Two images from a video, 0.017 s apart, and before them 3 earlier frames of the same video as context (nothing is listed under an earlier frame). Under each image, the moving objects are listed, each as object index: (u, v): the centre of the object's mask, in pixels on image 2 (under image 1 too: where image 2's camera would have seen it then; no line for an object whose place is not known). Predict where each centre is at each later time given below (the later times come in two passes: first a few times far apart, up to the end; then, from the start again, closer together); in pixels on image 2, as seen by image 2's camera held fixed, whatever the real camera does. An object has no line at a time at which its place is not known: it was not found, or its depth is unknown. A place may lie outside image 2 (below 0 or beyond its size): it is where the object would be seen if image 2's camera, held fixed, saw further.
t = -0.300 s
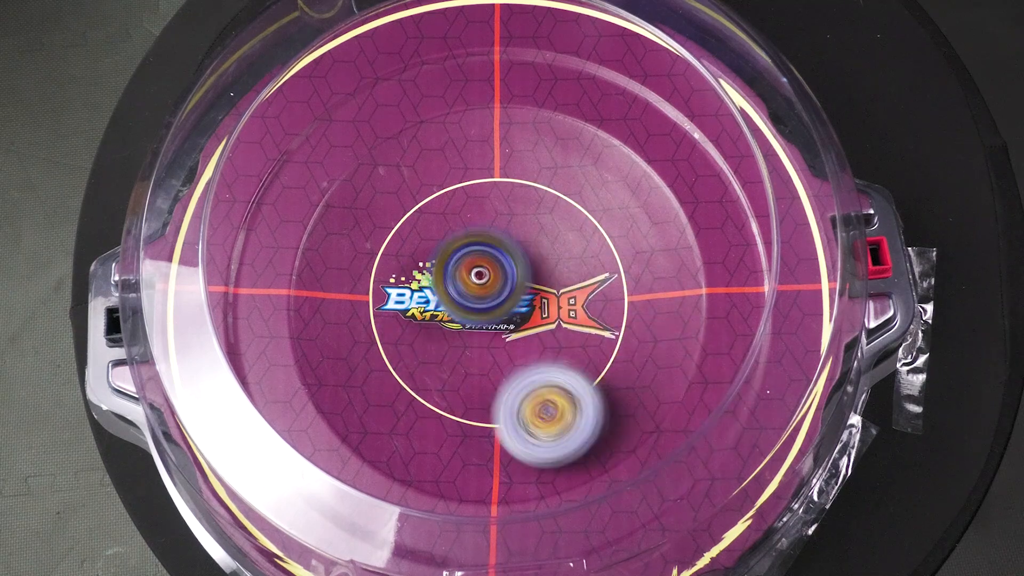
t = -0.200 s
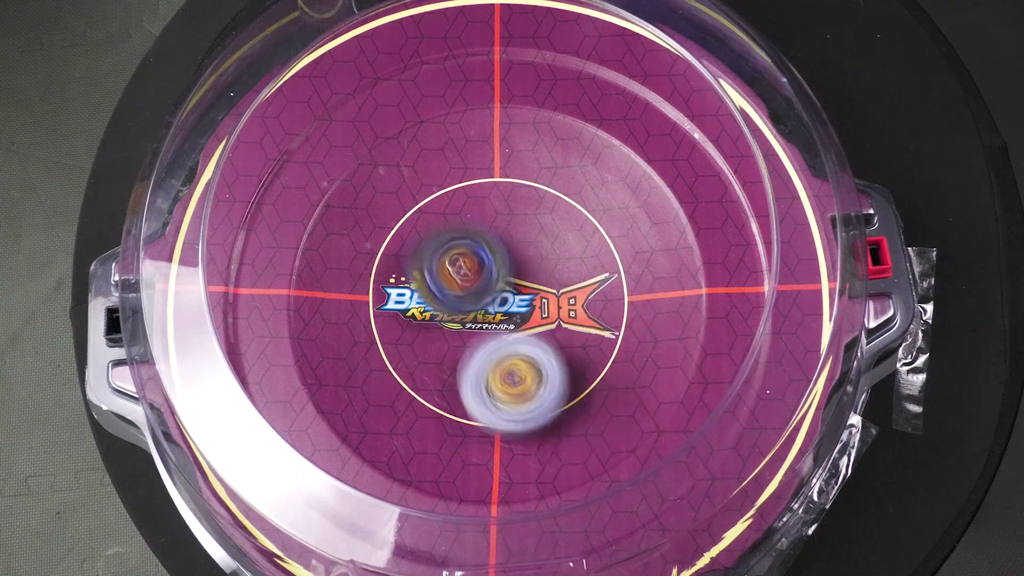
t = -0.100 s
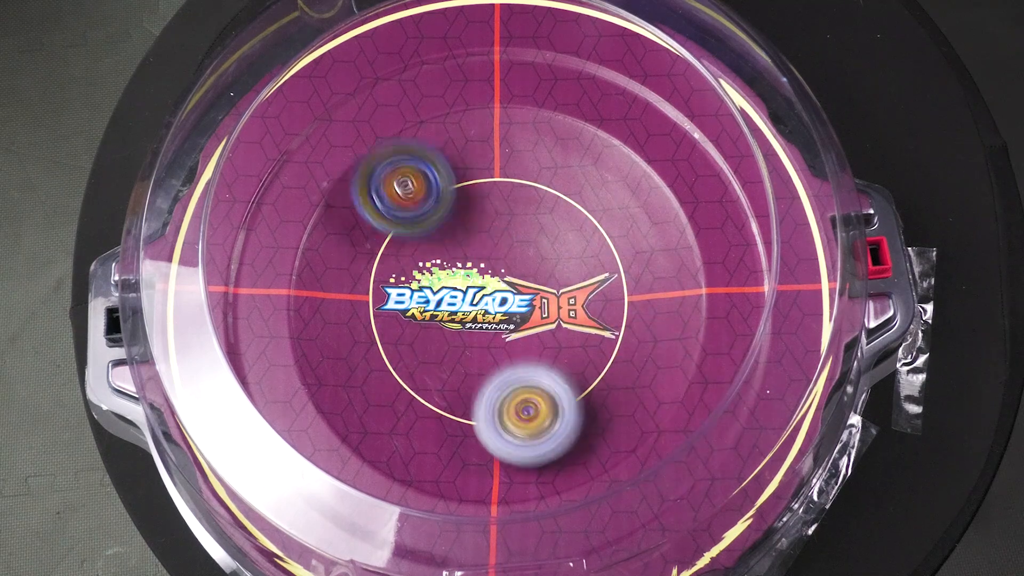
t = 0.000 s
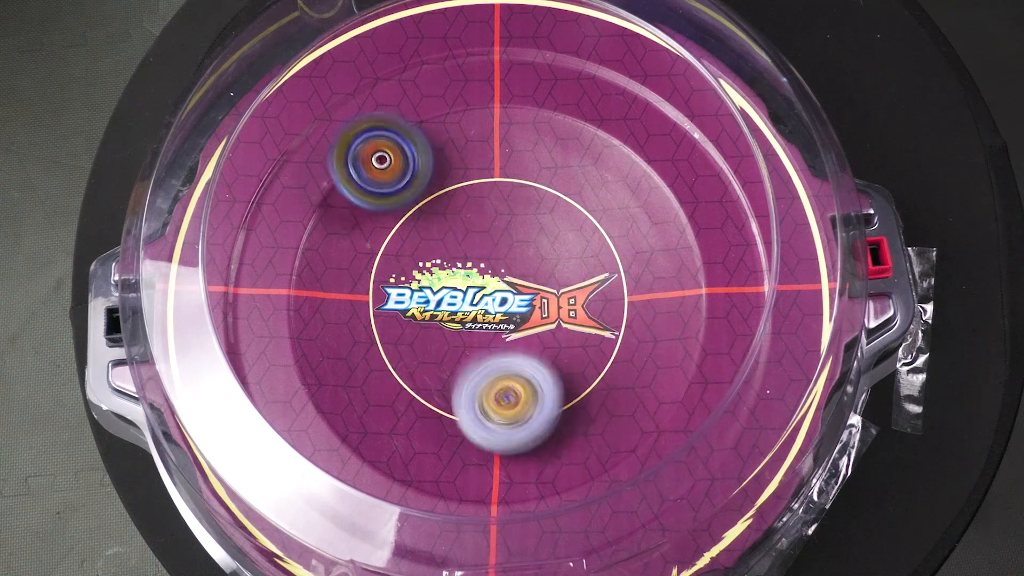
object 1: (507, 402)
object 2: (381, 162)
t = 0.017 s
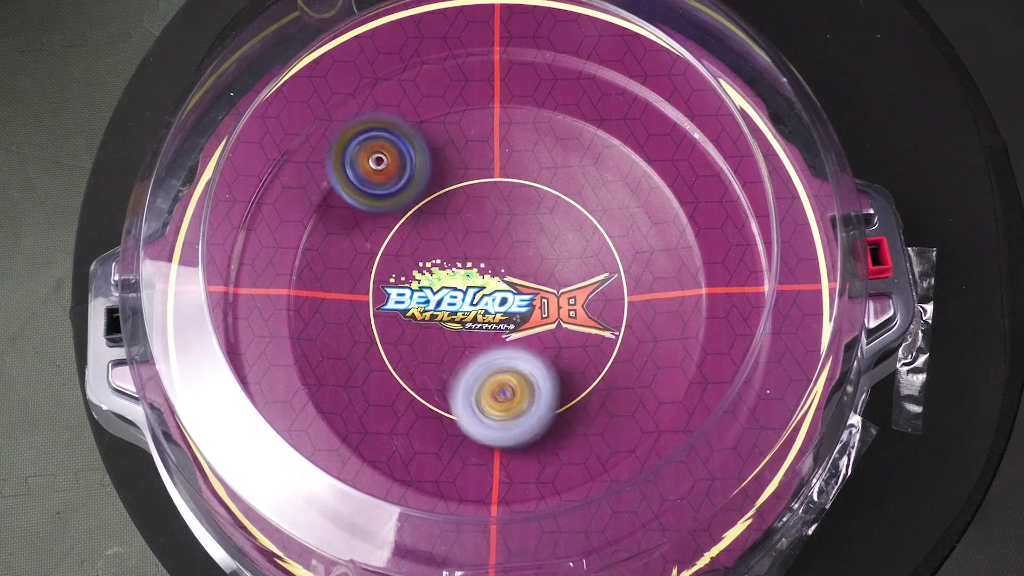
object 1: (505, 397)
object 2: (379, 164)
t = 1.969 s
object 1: (378, 161)
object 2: (589, 321)
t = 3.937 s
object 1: (441, 230)
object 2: (510, 155)
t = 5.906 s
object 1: (564, 275)
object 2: (451, 332)
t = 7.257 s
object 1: (524, 313)
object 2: (463, 250)
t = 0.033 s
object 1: (501, 391)
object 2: (376, 165)
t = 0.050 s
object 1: (497, 386)
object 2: (375, 169)
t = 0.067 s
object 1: (494, 379)
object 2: (372, 172)
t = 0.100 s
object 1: (490, 365)
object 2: (370, 180)
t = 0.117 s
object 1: (487, 358)
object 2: (369, 185)
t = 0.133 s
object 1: (486, 349)
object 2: (369, 191)
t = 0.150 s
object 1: (486, 339)
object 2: (372, 199)
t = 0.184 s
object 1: (487, 322)
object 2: (381, 214)
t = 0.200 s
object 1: (489, 312)
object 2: (385, 223)
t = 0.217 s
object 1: (494, 301)
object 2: (390, 231)
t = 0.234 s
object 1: (497, 292)
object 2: (395, 240)
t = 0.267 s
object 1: (537, 280)
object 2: (371, 246)
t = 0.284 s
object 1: (567, 276)
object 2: (349, 249)
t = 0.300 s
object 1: (599, 273)
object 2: (325, 250)
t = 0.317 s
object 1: (625, 271)
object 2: (306, 251)
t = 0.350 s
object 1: (672, 262)
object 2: (270, 256)
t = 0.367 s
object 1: (689, 257)
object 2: (256, 261)
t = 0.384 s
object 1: (705, 254)
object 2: (245, 264)
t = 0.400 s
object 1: (720, 252)
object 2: (233, 262)
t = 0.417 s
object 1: (737, 250)
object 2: (226, 261)
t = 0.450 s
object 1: (758, 243)
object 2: (215, 263)
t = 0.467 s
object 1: (759, 242)
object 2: (213, 265)
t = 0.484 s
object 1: (760, 242)
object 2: (208, 264)
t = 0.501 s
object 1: (759, 242)
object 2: (206, 265)
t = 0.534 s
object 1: (761, 240)
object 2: (216, 274)
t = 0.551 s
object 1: (760, 237)
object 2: (221, 277)
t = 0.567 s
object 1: (760, 234)
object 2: (227, 281)
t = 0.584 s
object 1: (760, 230)
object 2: (230, 285)
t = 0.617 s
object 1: (760, 220)
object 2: (233, 287)
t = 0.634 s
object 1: (760, 215)
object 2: (237, 291)
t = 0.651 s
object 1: (760, 208)
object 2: (242, 295)
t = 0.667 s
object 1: (760, 201)
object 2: (248, 298)
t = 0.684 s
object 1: (760, 193)
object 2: (257, 302)
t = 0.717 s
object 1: (760, 178)
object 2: (275, 304)
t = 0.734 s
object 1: (760, 170)
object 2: (286, 305)
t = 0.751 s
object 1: (758, 162)
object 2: (298, 307)
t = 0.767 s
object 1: (758, 155)
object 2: (312, 309)
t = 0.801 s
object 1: (756, 140)
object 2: (339, 314)
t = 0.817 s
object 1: (753, 134)
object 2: (354, 316)
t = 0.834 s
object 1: (751, 129)
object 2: (372, 318)
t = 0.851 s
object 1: (744, 125)
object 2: (388, 318)
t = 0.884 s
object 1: (734, 117)
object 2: (426, 317)
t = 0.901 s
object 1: (731, 111)
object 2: (447, 317)
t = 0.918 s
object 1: (726, 108)
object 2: (466, 314)
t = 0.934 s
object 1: (722, 101)
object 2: (484, 310)
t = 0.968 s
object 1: (714, 91)
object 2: (521, 298)
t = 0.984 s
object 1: (709, 87)
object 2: (538, 292)
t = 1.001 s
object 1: (705, 81)
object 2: (554, 283)
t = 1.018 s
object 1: (699, 78)
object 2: (569, 276)
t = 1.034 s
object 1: (695, 72)
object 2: (580, 268)
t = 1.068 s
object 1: (684, 63)
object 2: (600, 251)
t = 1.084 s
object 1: (677, 60)
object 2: (607, 241)
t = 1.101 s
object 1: (671, 55)
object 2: (612, 233)
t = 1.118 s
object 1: (663, 53)
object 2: (617, 224)
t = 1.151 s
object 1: (650, 48)
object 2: (620, 208)
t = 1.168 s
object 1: (643, 45)
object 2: (618, 201)
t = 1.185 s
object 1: (636, 44)
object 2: (618, 197)
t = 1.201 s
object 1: (628, 42)
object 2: (614, 191)
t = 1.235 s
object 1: (612, 39)
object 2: (604, 185)
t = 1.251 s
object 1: (603, 38)
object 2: (596, 181)
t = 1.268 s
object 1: (594, 37)
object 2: (589, 176)
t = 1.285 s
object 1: (586, 36)
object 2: (579, 171)
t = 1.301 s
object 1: (577, 35)
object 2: (572, 171)
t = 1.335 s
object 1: (560, 35)
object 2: (559, 166)
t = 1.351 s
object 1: (554, 34)
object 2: (552, 164)
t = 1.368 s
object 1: (547, 34)
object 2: (545, 166)
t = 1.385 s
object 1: (539, 34)
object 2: (539, 168)
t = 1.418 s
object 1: (524, 33)
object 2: (525, 173)
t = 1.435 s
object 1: (515, 33)
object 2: (519, 176)
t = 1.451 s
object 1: (507, 33)
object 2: (513, 182)
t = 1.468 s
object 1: (499, 34)
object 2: (508, 187)
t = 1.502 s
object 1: (483, 35)
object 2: (498, 200)
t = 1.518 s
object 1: (475, 37)
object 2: (494, 207)
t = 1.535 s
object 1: (467, 37)
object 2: (490, 215)
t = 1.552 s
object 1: (459, 38)
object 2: (488, 222)
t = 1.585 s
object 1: (444, 40)
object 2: (488, 238)
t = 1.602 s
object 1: (437, 41)
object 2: (489, 249)
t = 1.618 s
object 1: (431, 43)
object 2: (490, 260)
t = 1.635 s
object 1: (424, 45)
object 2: (493, 274)
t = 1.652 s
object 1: (418, 48)
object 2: (495, 286)
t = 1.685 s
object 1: (410, 56)
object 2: (501, 308)
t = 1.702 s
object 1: (408, 62)
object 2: (505, 318)
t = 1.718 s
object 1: (406, 68)
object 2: (511, 327)
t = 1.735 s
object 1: (406, 72)
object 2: (516, 334)
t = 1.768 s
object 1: (403, 82)
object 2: (526, 347)
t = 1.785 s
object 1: (401, 88)
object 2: (532, 350)
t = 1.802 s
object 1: (399, 93)
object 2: (536, 353)
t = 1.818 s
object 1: (396, 98)
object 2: (542, 355)
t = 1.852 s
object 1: (389, 109)
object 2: (554, 353)
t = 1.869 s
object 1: (385, 114)
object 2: (560, 351)
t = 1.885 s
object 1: (381, 120)
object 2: (567, 347)
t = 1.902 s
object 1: (378, 127)
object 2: (573, 343)
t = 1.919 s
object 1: (375, 135)
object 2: (577, 340)
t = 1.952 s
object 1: (375, 153)
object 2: (585, 327)
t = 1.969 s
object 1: (378, 161)
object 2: (589, 321)
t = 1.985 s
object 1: (381, 170)
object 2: (591, 312)
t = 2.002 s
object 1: (386, 179)
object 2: (593, 304)
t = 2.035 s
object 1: (397, 197)
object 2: (593, 288)
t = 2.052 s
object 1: (403, 207)
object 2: (591, 280)
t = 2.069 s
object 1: (409, 216)
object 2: (588, 273)
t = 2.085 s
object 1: (415, 226)
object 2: (585, 267)
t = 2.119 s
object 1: (428, 243)
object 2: (576, 258)
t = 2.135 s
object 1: (435, 252)
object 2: (570, 255)
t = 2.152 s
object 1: (442, 262)
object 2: (563, 253)
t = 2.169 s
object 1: (448, 269)
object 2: (554, 253)
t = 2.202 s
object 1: (449, 295)
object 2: (552, 246)
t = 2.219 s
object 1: (444, 313)
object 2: (556, 242)
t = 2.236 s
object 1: (443, 331)
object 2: (556, 235)
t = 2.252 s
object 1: (439, 348)
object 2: (554, 229)
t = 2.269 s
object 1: (435, 364)
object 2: (553, 223)
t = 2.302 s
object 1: (438, 387)
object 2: (549, 220)
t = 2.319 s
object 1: (439, 399)
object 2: (545, 221)
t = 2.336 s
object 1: (438, 409)
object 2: (540, 222)
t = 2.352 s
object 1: (439, 417)
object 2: (534, 224)
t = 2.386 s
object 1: (441, 429)
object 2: (520, 229)
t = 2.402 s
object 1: (443, 432)
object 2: (512, 231)
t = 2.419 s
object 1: (443, 437)
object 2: (506, 236)
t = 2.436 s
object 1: (445, 441)
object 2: (498, 241)
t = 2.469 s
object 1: (447, 445)
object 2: (486, 250)
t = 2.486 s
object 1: (448, 446)
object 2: (481, 256)
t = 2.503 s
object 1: (450, 448)
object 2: (475, 261)
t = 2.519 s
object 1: (454, 449)
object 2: (470, 266)
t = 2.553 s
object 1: (459, 451)
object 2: (464, 274)
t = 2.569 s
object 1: (461, 450)
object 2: (463, 279)
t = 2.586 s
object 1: (465, 450)
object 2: (464, 282)
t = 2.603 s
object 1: (469, 448)
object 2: (465, 287)
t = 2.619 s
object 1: (472, 448)
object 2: (468, 293)
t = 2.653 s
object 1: (479, 445)
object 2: (476, 304)
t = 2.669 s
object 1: (483, 442)
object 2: (480, 309)
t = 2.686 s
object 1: (487, 439)
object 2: (485, 317)
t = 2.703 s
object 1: (491, 436)
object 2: (491, 322)
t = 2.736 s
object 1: (498, 429)
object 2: (505, 330)
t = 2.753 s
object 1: (502, 425)
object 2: (513, 332)
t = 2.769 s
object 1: (501, 437)
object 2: (521, 324)
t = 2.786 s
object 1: (506, 454)
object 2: (534, 296)
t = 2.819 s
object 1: (508, 484)
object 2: (543, 246)
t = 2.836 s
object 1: (510, 503)
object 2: (546, 226)
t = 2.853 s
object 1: (518, 514)
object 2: (553, 203)
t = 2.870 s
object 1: (519, 529)
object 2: (557, 186)
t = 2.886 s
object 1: (523, 534)
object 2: (561, 166)
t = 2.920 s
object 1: (525, 531)
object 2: (565, 135)
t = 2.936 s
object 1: (525, 530)
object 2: (565, 123)
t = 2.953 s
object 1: (528, 527)
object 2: (566, 111)
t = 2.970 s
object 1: (530, 525)
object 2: (565, 103)
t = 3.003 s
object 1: (537, 516)
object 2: (560, 89)
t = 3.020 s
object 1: (542, 514)
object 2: (558, 83)
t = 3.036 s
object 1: (546, 510)
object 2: (557, 77)
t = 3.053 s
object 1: (552, 504)
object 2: (556, 72)
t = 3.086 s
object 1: (563, 496)
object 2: (553, 61)
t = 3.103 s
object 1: (573, 489)
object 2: (551, 55)
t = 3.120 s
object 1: (579, 486)
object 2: (553, 49)
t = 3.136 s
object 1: (585, 481)
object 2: (551, 45)
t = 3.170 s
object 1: (600, 472)
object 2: (548, 41)
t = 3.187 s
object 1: (608, 466)
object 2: (546, 37)
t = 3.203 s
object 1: (617, 461)
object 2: (545, 36)
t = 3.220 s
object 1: (621, 455)
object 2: (542, 34)
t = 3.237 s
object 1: (628, 448)
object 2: (542, 31)
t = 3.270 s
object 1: (638, 437)
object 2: (543, 28)
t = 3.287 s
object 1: (647, 431)
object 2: (546, 26)
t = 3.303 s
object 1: (649, 426)
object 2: (548, 24)
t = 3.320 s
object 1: (654, 418)
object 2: (549, 23)
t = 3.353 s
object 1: (662, 406)
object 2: (546, 23)
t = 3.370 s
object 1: (667, 395)
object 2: (545, 23)
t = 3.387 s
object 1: (669, 391)
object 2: (543, 25)
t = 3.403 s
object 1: (672, 383)
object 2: (541, 24)
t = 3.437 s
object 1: (675, 371)
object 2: (538, 25)
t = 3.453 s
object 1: (677, 365)
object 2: (536, 24)
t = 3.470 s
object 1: (679, 358)
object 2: (536, 25)
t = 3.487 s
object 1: (677, 353)
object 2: (535, 25)
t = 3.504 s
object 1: (679, 348)
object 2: (536, 25)
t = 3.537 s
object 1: (676, 338)
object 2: (538, 26)
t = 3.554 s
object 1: (673, 334)
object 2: (541, 26)
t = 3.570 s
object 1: (668, 329)
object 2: (543, 27)
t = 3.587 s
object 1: (664, 325)
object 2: (546, 28)
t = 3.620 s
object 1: (652, 317)
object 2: (553, 31)
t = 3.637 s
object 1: (646, 312)
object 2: (557, 33)
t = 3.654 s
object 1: (639, 308)
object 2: (560, 37)
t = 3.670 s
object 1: (632, 303)
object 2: (562, 40)
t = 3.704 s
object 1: (611, 293)
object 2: (567, 53)
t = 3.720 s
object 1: (603, 289)
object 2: (565, 57)
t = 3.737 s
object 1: (590, 282)
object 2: (566, 64)
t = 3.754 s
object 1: (580, 280)
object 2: (561, 69)
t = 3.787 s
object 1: (556, 269)
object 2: (556, 80)
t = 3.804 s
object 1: (546, 265)
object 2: (551, 85)
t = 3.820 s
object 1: (532, 261)
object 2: (548, 90)
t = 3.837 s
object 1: (519, 257)
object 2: (544, 97)
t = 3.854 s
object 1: (507, 252)
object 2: (539, 105)
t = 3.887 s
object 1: (480, 244)
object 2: (529, 124)
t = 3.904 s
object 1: (466, 239)
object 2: (524, 132)
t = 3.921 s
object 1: (451, 235)
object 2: (518, 143)
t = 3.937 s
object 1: (441, 230)
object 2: (510, 155)
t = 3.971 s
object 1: (411, 227)
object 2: (503, 170)
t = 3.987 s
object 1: (394, 227)
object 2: (499, 176)
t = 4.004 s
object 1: (383, 226)
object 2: (495, 183)
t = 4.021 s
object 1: (370, 225)
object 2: (492, 190)
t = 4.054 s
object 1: (350, 222)
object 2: (487, 206)
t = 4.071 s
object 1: (342, 220)
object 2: (483, 214)
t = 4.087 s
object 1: (336, 218)
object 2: (482, 223)
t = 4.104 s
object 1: (331, 218)
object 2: (481, 230)
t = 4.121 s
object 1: (328, 215)
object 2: (479, 238)
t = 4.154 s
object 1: (327, 212)
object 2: (477, 253)
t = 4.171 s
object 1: (325, 212)
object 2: (477, 264)
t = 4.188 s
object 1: (330, 210)
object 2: (476, 271)
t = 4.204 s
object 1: (330, 209)
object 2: (476, 278)
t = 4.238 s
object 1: (336, 206)
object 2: (475, 292)
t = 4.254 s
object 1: (341, 206)
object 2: (476, 298)
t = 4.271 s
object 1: (344, 204)
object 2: (476, 303)
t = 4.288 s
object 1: (349, 203)
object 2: (476, 304)
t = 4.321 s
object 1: (357, 203)
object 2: (477, 310)
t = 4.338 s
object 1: (360, 201)
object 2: (478, 309)
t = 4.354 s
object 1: (366, 201)
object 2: (480, 310)
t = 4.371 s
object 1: (369, 199)
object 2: (482, 310)
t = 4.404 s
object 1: (380, 199)
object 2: (487, 307)
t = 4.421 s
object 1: (385, 202)
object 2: (489, 306)
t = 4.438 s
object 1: (389, 199)
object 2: (492, 303)
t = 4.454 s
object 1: (392, 202)
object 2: (495, 301)
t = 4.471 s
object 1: (398, 201)
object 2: (497, 299)
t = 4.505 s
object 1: (409, 203)
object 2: (503, 292)
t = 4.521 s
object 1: (411, 205)
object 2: (505, 290)
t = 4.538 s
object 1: (419, 207)
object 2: (508, 286)
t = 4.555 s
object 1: (422, 208)
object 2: (511, 282)
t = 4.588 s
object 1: (432, 209)
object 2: (518, 278)
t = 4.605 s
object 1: (439, 212)
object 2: (523, 277)
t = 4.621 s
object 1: (437, 210)
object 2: (529, 280)
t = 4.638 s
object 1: (439, 210)
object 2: (537, 286)
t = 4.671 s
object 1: (442, 209)
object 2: (548, 291)
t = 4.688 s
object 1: (447, 207)
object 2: (552, 294)
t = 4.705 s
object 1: (450, 210)
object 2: (557, 299)
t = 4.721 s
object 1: (457, 208)
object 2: (560, 301)
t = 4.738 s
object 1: (458, 209)
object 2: (560, 302)
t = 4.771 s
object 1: (467, 210)
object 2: (562, 309)
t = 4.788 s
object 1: (475, 210)
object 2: (560, 310)
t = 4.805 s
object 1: (477, 209)
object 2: (559, 311)
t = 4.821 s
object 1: (483, 211)
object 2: (557, 313)
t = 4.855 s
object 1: (492, 213)
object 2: (548, 313)
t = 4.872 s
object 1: (495, 211)
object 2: (544, 315)
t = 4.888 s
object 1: (499, 215)
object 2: (539, 316)
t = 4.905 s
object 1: (503, 214)
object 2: (533, 314)
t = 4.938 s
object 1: (509, 210)
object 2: (521, 323)
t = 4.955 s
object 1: (508, 209)
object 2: (514, 325)
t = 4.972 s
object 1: (513, 208)
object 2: (509, 328)
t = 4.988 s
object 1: (513, 209)
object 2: (503, 332)
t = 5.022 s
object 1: (516, 209)
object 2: (492, 333)
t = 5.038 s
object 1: (521, 210)
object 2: (490, 332)
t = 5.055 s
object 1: (523, 210)
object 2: (485, 334)
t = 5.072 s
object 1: (527, 210)
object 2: (481, 333)
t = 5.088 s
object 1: (527, 210)
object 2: (479, 330)
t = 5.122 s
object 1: (532, 211)
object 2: (474, 328)
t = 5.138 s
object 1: (534, 214)
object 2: (472, 325)
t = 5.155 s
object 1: (536, 213)
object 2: (472, 321)
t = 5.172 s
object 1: (537, 217)
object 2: (472, 319)
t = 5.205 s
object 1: (540, 220)
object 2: (472, 316)
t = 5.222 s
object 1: (541, 219)
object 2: (475, 312)
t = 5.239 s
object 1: (539, 225)
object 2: (476, 311)
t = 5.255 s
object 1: (542, 227)
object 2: (478, 309)
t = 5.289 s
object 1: (547, 227)
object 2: (476, 310)
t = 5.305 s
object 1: (548, 225)
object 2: (476, 313)
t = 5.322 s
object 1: (552, 227)
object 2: (473, 316)
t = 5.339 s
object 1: (553, 226)
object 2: (473, 317)
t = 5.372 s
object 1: (557, 229)
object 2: (476, 320)
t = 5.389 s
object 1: (557, 234)
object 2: (475, 320)
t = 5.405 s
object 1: (560, 235)
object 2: (475, 322)
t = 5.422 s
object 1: (560, 239)
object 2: (477, 323)
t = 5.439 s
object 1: (562, 239)
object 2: (483, 323)
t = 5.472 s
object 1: (561, 247)
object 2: (486, 323)
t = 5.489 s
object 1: (562, 249)
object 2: (486, 325)
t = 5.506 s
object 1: (572, 245)
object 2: (478, 330)
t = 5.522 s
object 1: (574, 241)
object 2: (472, 336)
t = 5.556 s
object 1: (580, 239)
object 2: (463, 338)
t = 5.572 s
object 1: (581, 240)
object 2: (461, 339)
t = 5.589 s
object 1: (581, 237)
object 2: (463, 339)
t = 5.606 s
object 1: (576, 242)
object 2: (461, 339)
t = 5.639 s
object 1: (575, 249)
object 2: (462, 336)
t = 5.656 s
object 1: (577, 252)
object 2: (463, 337)
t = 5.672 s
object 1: (573, 254)
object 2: (467, 335)
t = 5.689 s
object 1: (572, 260)
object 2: (468, 333)
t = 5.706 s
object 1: (573, 263)
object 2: (470, 331)
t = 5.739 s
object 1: (571, 268)
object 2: (476, 326)
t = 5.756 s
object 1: (567, 272)
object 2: (481, 324)
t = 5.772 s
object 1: (569, 274)
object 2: (480, 321)
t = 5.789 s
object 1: (570, 274)
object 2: (474, 320)
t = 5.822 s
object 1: (574, 271)
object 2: (463, 325)
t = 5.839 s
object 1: (571, 270)
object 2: (461, 328)
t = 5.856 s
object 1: (571, 271)
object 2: (455, 330)
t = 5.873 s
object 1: (568, 271)
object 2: (451, 329)
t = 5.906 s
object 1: (564, 275)
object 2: (451, 332)
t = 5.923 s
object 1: (559, 279)
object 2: (449, 333)
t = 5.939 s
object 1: (559, 286)
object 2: (449, 335)
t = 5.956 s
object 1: (556, 287)
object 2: (446, 336)
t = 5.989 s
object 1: (553, 293)
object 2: (449, 330)
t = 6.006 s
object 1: (551, 294)
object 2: (452, 328)
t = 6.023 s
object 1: (557, 294)
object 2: (450, 331)
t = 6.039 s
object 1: (559, 290)
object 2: (447, 333)
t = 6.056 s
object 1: (559, 288)
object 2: (444, 332)
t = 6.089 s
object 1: (560, 287)
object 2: (446, 328)
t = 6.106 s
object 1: (556, 290)
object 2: (447, 327)
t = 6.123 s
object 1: (558, 293)
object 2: (450, 330)
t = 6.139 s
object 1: (556, 293)
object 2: (448, 328)
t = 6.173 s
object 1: (557, 296)
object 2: (452, 322)
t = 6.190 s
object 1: (555, 297)
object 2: (456, 320)
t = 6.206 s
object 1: (558, 299)
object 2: (453, 320)
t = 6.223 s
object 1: (565, 296)
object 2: (451, 320)
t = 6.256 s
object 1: (565, 292)
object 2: (446, 317)
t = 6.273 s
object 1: (566, 290)
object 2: (445, 316)
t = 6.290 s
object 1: (561, 289)
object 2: (446, 314)
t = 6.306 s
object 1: (559, 293)
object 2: (447, 312)
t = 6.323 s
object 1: (559, 293)
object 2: (451, 312)
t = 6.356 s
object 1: (561, 295)
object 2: (449, 311)
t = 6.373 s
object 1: (563, 291)
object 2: (446, 309)
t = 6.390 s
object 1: (559, 288)
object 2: (444, 308)
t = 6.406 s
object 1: (557, 290)
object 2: (445, 306)
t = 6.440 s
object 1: (553, 289)
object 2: (450, 302)
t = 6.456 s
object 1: (551, 291)
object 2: (452, 301)
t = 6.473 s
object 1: (554, 289)
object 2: (453, 300)
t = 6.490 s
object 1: (553, 286)
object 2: (453, 300)
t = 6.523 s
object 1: (559, 283)
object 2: (451, 297)
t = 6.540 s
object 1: (559, 280)
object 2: (452, 295)
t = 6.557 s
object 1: (555, 280)
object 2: (453, 293)
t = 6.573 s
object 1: (556, 281)
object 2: (455, 290)
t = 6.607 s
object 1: (552, 280)
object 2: (459, 284)
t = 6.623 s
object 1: (552, 285)
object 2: (458, 280)
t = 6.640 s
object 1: (554, 287)
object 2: (460, 277)
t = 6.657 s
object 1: (562, 287)
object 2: (453, 273)
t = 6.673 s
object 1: (566, 285)
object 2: (447, 268)
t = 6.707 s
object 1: (575, 281)
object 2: (442, 260)
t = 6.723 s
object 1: (574, 277)
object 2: (439, 257)
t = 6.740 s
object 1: (572, 276)
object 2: (437, 253)
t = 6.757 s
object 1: (569, 275)
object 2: (437, 252)
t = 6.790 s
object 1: (563, 275)
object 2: (435, 250)
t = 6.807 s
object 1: (557, 277)
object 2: (434, 249)
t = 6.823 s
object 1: (553, 282)
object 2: (436, 249)
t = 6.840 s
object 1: (551, 286)
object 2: (437, 249)
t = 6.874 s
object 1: (545, 291)
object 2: (440, 249)
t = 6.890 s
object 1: (539, 291)
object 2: (443, 250)
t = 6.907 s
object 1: (534, 291)
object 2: (445, 251)
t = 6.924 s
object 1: (529, 290)
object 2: (445, 251)
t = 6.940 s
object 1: (525, 292)
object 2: (446, 250)
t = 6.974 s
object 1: (525, 294)
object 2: (451, 251)
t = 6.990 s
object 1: (526, 294)
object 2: (452, 251)
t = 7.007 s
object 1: (524, 293)
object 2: (452, 250)
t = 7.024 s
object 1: (524, 295)
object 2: (454, 249)
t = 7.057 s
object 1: (529, 302)
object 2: (458, 249)
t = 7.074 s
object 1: (533, 305)
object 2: (461, 249)
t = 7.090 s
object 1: (534, 306)
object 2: (463, 247)
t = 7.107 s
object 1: (533, 308)
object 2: (464, 246)
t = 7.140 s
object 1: (530, 313)
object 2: (467, 245)
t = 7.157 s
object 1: (530, 317)
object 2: (467, 245)
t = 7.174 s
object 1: (531, 318)
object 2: (467, 245)
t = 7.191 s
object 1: (532, 319)
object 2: (467, 246)
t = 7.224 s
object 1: (531, 316)
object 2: (466, 248)
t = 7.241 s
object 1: (527, 314)
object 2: (465, 249)
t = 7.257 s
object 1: (524, 313)
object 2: (463, 250)
